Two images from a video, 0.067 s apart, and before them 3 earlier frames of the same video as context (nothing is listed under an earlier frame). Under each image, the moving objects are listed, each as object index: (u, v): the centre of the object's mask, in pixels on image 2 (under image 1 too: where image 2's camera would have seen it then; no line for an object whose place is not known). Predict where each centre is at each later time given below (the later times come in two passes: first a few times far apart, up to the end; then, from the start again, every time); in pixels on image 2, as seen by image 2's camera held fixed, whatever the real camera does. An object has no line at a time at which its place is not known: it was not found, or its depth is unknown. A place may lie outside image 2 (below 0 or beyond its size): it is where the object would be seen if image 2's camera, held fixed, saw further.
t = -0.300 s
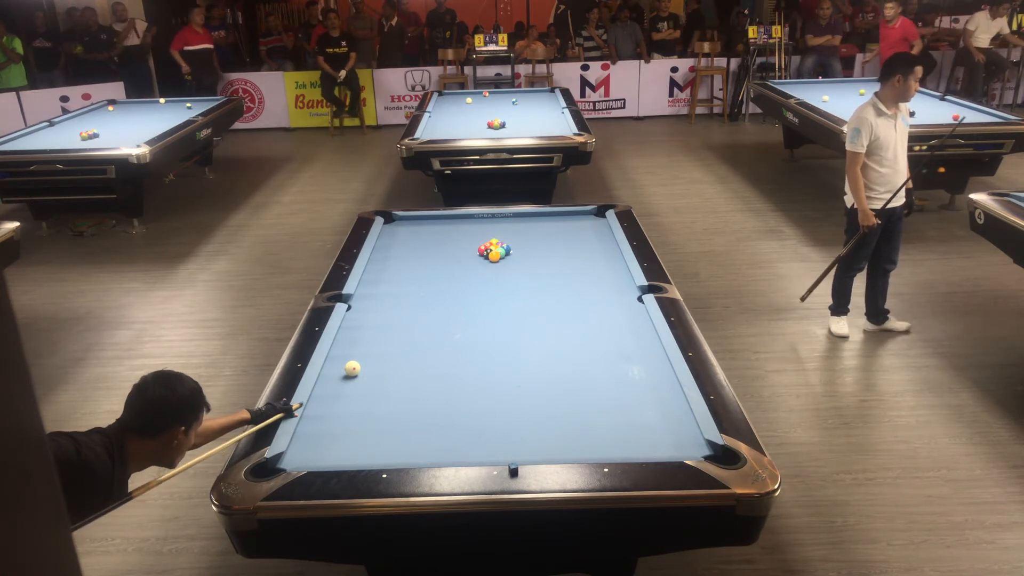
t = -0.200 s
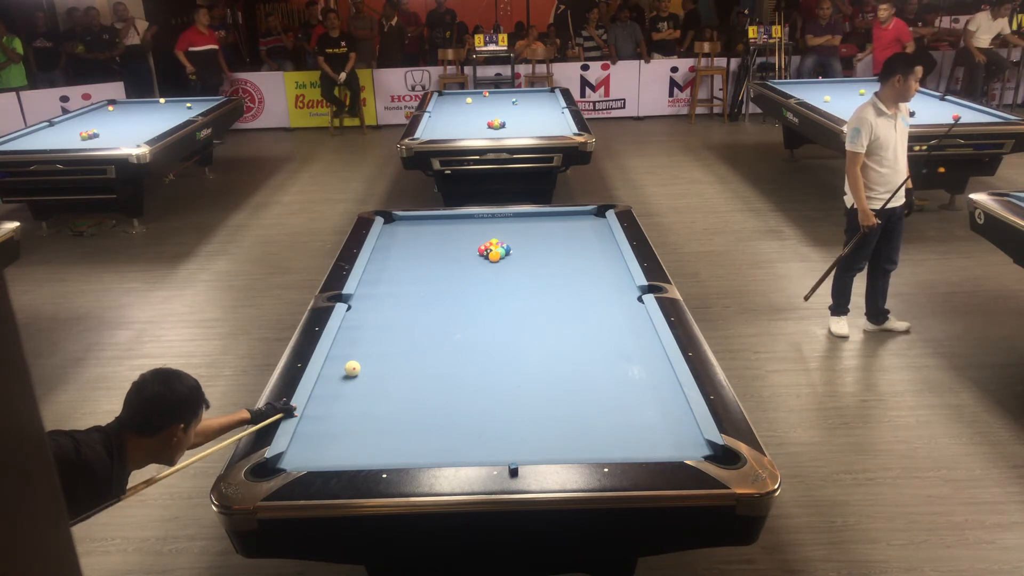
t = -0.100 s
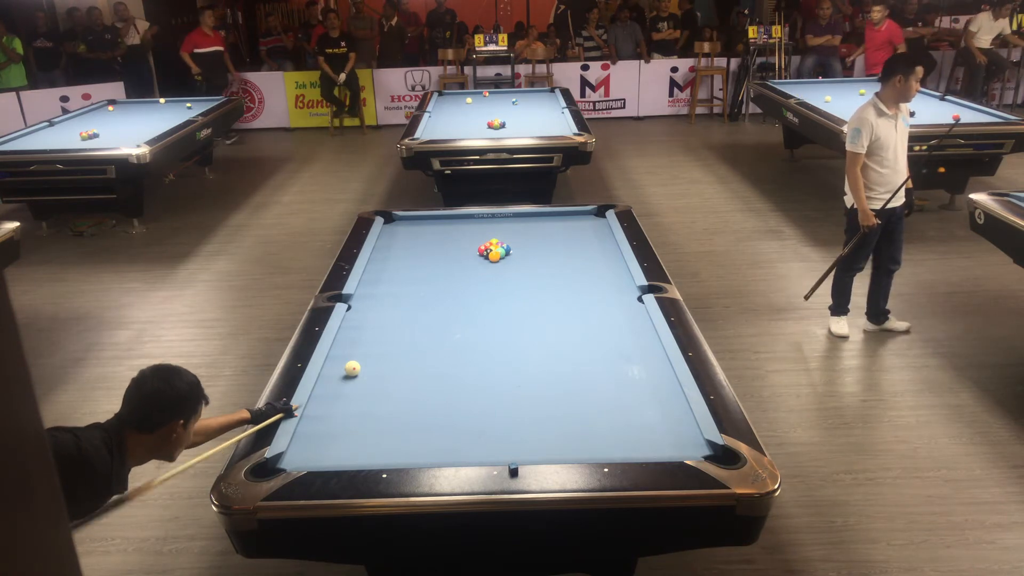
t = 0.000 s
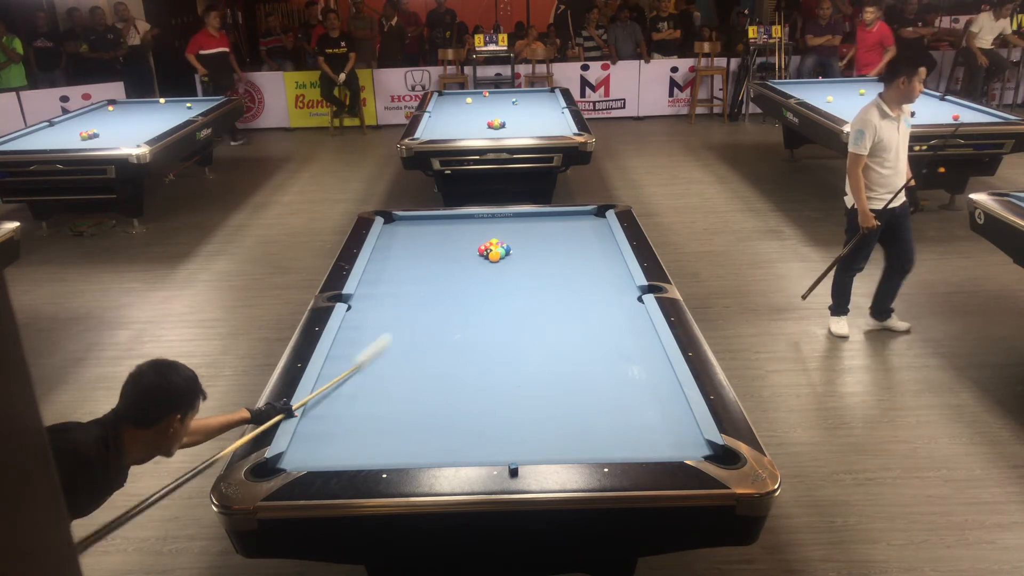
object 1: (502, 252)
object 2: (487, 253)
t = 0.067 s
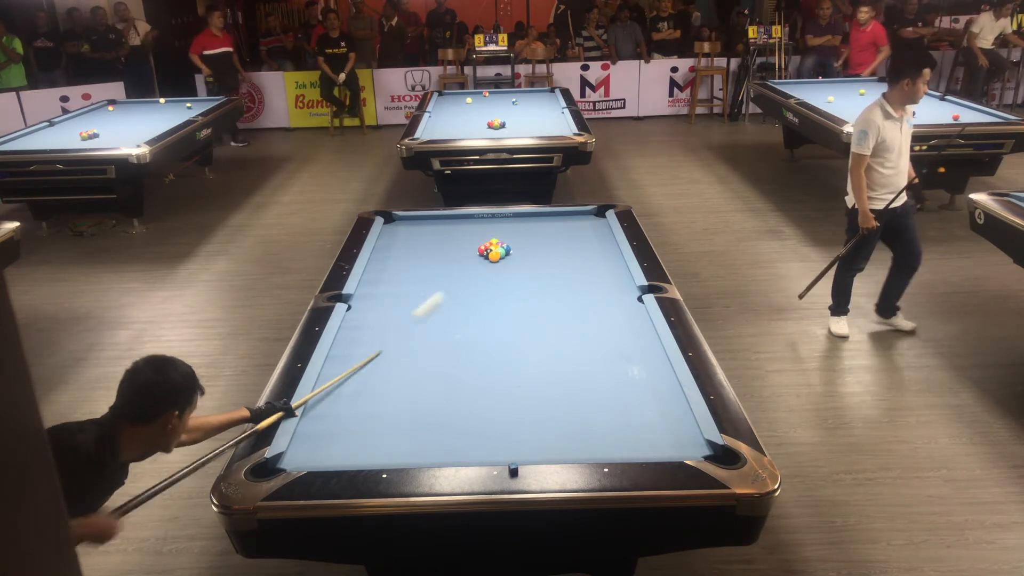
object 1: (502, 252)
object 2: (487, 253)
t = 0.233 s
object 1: (519, 253)
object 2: (487, 254)
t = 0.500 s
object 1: (575, 255)
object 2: (485, 255)
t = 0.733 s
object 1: (616, 257)
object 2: (483, 255)
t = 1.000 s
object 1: (591, 264)
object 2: (482, 256)
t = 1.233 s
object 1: (572, 271)
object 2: (482, 256)
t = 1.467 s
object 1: (553, 277)
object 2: (482, 256)
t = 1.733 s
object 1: (532, 285)
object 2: (482, 256)
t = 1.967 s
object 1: (513, 291)
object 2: (489, 255)
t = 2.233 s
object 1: (492, 299)
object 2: (507, 254)
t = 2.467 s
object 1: (474, 305)
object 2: (521, 254)
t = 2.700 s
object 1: (456, 311)
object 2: (535, 253)
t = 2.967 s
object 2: (549, 253)
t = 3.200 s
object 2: (561, 252)
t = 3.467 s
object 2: (574, 251)
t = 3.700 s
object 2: (584, 251)
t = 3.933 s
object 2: (593, 250)
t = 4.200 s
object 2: (602, 250)
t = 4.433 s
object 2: (609, 250)
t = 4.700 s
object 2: (613, 250)
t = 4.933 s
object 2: (611, 250)
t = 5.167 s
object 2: (609, 250)
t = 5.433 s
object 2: (608, 250)
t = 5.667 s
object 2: (608, 250)
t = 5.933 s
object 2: (608, 250)
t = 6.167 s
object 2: (608, 250)
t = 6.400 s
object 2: (608, 250)
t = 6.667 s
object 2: (608, 250)
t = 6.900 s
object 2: (608, 250)
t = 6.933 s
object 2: (608, 250)
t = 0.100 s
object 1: (501, 252)
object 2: (487, 253)
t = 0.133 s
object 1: (502, 252)
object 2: (487, 253)
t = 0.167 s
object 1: (505, 252)
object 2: (488, 251)
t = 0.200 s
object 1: (511, 252)
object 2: (489, 254)
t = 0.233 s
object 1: (519, 253)
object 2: (487, 254)
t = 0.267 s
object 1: (527, 253)
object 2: (487, 254)
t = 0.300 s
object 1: (535, 254)
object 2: (487, 254)
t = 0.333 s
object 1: (542, 254)
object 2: (486, 254)
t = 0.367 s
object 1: (549, 254)
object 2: (486, 255)
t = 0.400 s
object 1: (555, 255)
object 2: (486, 255)
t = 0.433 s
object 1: (562, 255)
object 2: (485, 255)
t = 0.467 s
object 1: (569, 255)
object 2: (485, 255)
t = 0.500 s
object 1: (575, 255)
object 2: (485, 255)
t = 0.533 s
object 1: (582, 255)
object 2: (484, 255)
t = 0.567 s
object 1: (589, 255)
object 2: (484, 255)
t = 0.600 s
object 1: (596, 256)
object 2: (484, 255)
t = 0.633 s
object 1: (602, 256)
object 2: (484, 255)
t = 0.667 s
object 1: (608, 256)
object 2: (483, 255)
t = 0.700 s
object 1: (616, 256)
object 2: (483, 255)
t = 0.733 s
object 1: (616, 257)
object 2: (483, 255)
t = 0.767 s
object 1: (612, 258)
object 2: (483, 255)
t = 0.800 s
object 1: (608, 259)
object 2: (482, 255)
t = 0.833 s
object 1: (605, 260)
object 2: (482, 255)
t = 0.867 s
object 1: (602, 261)
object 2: (482, 256)
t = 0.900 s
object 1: (599, 262)
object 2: (482, 256)
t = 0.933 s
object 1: (597, 262)
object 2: (482, 256)
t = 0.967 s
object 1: (594, 263)
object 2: (482, 255)
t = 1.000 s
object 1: (591, 264)
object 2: (482, 256)
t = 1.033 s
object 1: (589, 265)
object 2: (482, 256)
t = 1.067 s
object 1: (586, 266)
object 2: (482, 256)
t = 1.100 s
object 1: (583, 267)
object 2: (482, 256)
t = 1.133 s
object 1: (581, 268)
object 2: (482, 256)
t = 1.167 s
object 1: (578, 269)
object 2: (482, 256)
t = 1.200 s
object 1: (575, 270)
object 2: (482, 256)
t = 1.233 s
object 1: (572, 271)
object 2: (482, 256)
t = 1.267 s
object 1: (569, 272)
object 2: (482, 256)
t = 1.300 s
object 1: (567, 273)
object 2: (482, 256)
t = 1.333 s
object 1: (564, 274)
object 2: (482, 256)
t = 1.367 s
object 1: (561, 275)
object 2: (482, 256)
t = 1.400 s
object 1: (559, 276)
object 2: (482, 256)
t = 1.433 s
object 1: (556, 277)
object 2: (482, 256)
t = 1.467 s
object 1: (553, 277)
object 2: (482, 256)
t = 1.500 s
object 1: (551, 278)
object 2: (482, 256)
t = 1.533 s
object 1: (548, 279)
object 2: (482, 256)
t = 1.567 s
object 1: (545, 280)
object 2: (482, 256)
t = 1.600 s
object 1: (542, 281)
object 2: (482, 256)
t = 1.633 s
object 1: (540, 282)
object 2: (482, 256)
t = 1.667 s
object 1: (537, 283)
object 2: (482, 256)
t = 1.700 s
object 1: (534, 284)
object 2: (482, 256)
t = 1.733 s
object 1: (532, 285)
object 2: (482, 256)
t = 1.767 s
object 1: (529, 286)
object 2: (482, 256)
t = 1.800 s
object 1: (527, 287)
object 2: (482, 256)
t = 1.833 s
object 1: (524, 288)
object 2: (482, 256)
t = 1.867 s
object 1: (521, 289)
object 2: (482, 256)
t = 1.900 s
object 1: (518, 289)
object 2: (483, 256)
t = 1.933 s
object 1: (516, 290)
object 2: (486, 256)
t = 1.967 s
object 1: (513, 291)
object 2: (489, 255)
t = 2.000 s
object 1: (511, 292)
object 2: (491, 255)
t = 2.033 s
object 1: (508, 293)
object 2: (494, 255)
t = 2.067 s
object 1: (505, 294)
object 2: (496, 255)
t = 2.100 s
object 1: (503, 295)
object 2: (498, 255)
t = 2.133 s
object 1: (500, 296)
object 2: (500, 254)
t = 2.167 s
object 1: (497, 297)
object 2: (503, 254)
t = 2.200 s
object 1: (495, 298)
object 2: (505, 254)
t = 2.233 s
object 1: (492, 299)
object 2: (507, 254)
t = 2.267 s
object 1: (489, 300)
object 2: (509, 254)
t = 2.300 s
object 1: (487, 301)
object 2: (511, 254)
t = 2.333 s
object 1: (484, 301)
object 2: (513, 254)
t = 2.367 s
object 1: (481, 302)
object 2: (515, 254)
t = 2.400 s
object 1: (479, 303)
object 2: (517, 254)
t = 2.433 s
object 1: (476, 304)
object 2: (519, 254)
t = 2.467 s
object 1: (474, 305)
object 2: (521, 254)
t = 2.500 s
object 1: (471, 306)
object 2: (523, 254)
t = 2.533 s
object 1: (469, 307)
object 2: (525, 253)
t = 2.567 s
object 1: (466, 307)
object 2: (527, 253)
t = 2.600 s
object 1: (464, 308)
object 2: (529, 253)
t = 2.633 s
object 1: (461, 309)
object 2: (531, 253)
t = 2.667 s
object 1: (458, 310)
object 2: (533, 253)
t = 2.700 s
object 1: (456, 311)
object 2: (535, 253)
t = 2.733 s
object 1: (453, 312)
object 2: (537, 253)
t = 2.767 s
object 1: (451, 313)
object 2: (539, 253)
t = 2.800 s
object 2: (541, 253)
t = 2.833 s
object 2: (542, 253)
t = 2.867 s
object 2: (544, 253)
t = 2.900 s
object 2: (546, 253)
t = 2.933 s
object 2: (548, 253)
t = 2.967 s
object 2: (549, 253)
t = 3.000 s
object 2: (551, 253)
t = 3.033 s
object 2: (553, 252)
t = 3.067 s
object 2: (554, 252)
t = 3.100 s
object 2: (556, 252)
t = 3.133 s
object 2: (558, 252)
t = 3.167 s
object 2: (559, 252)
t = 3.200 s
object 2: (561, 252)
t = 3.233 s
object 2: (563, 252)
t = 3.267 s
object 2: (564, 252)
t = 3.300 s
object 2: (566, 252)
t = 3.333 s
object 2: (567, 252)
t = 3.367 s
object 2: (569, 251)
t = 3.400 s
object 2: (571, 251)
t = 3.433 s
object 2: (572, 251)
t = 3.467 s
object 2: (574, 251)
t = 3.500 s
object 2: (575, 251)
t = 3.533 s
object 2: (577, 251)
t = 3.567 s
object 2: (578, 251)
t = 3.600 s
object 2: (579, 251)
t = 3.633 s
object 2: (581, 251)
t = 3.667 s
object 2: (582, 251)
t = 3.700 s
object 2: (584, 251)
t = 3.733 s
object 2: (585, 251)
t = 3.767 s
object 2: (586, 251)
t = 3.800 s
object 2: (588, 251)
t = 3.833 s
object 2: (589, 251)
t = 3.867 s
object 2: (590, 251)
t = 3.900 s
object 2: (591, 251)
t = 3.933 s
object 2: (593, 250)
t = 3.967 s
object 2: (594, 250)
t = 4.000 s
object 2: (595, 250)
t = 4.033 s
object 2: (596, 250)
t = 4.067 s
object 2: (598, 250)
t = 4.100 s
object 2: (599, 250)
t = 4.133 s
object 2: (600, 250)
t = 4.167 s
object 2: (601, 250)
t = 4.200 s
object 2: (602, 250)
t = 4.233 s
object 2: (603, 250)
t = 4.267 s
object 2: (604, 250)
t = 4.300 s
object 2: (605, 250)
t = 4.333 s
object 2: (606, 250)
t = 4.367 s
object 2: (607, 250)
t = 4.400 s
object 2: (608, 250)
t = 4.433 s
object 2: (609, 250)
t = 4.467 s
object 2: (610, 250)
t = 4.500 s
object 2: (611, 250)
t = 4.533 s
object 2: (612, 250)
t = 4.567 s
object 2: (613, 250)
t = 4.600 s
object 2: (614, 250)
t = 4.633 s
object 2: (615, 250)
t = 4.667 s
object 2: (614, 250)
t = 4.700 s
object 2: (613, 250)
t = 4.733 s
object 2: (613, 250)
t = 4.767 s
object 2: (613, 250)
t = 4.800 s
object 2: (612, 250)
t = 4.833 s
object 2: (612, 250)
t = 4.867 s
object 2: (611, 250)
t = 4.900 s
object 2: (611, 250)
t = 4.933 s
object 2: (611, 250)
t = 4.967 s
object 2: (610, 250)
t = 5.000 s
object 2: (610, 250)
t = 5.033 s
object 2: (610, 250)
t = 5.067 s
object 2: (610, 250)
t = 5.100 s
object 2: (609, 250)
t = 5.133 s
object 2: (609, 250)
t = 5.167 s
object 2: (609, 250)
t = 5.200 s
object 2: (609, 250)
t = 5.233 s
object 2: (609, 250)
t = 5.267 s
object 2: (609, 250)
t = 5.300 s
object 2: (608, 250)
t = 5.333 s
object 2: (608, 250)
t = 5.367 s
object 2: (608, 250)
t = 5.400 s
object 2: (608, 250)
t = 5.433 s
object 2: (608, 250)
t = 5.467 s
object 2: (608, 250)
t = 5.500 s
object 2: (608, 250)
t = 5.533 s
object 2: (608, 250)
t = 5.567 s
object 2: (608, 250)
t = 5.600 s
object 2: (608, 250)
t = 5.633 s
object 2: (608, 250)
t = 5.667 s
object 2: (608, 250)
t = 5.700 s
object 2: (608, 250)
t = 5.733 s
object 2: (608, 250)
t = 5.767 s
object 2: (608, 250)
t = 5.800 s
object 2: (608, 250)
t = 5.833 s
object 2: (608, 250)
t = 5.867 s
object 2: (608, 250)
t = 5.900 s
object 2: (608, 250)
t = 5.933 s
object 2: (608, 250)
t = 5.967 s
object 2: (608, 250)
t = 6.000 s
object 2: (608, 250)
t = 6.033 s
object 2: (608, 250)
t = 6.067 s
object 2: (608, 250)
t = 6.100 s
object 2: (608, 250)
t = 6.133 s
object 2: (608, 250)
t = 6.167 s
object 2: (608, 250)
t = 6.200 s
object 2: (608, 250)
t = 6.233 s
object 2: (608, 250)
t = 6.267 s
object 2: (608, 250)
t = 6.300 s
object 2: (608, 250)
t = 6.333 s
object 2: (608, 250)
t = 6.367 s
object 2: (608, 250)
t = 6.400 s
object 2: (608, 250)
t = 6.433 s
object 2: (608, 250)
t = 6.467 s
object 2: (608, 250)
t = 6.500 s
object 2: (608, 250)
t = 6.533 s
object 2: (608, 250)
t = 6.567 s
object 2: (608, 250)
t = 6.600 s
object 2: (608, 250)
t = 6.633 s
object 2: (608, 250)
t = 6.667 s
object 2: (608, 250)
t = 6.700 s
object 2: (608, 250)
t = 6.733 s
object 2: (608, 250)
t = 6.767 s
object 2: (608, 250)
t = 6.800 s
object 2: (608, 250)
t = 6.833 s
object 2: (608, 250)
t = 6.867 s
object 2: (608, 250)
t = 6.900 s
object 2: (608, 250)
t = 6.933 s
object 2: (608, 250)
